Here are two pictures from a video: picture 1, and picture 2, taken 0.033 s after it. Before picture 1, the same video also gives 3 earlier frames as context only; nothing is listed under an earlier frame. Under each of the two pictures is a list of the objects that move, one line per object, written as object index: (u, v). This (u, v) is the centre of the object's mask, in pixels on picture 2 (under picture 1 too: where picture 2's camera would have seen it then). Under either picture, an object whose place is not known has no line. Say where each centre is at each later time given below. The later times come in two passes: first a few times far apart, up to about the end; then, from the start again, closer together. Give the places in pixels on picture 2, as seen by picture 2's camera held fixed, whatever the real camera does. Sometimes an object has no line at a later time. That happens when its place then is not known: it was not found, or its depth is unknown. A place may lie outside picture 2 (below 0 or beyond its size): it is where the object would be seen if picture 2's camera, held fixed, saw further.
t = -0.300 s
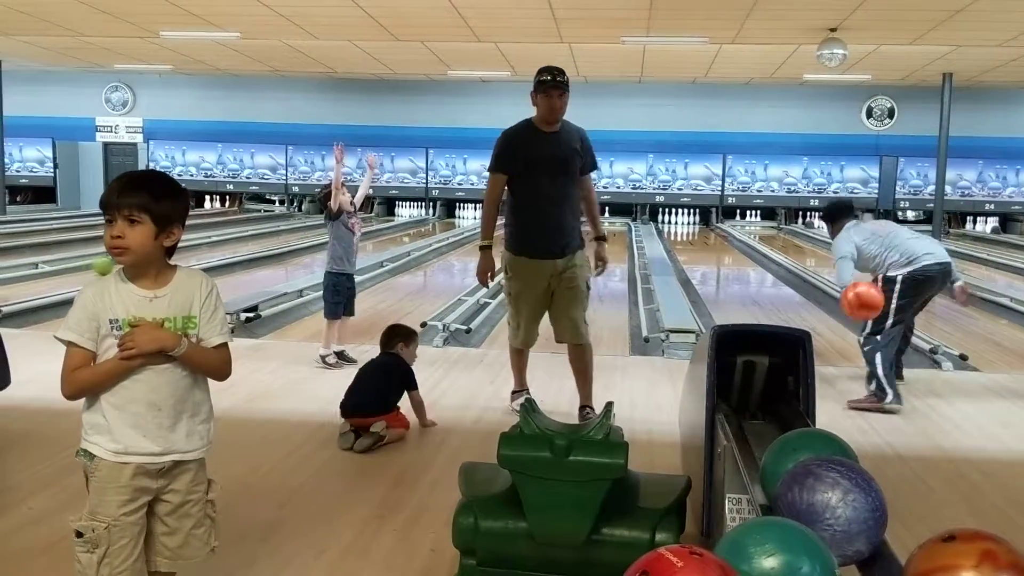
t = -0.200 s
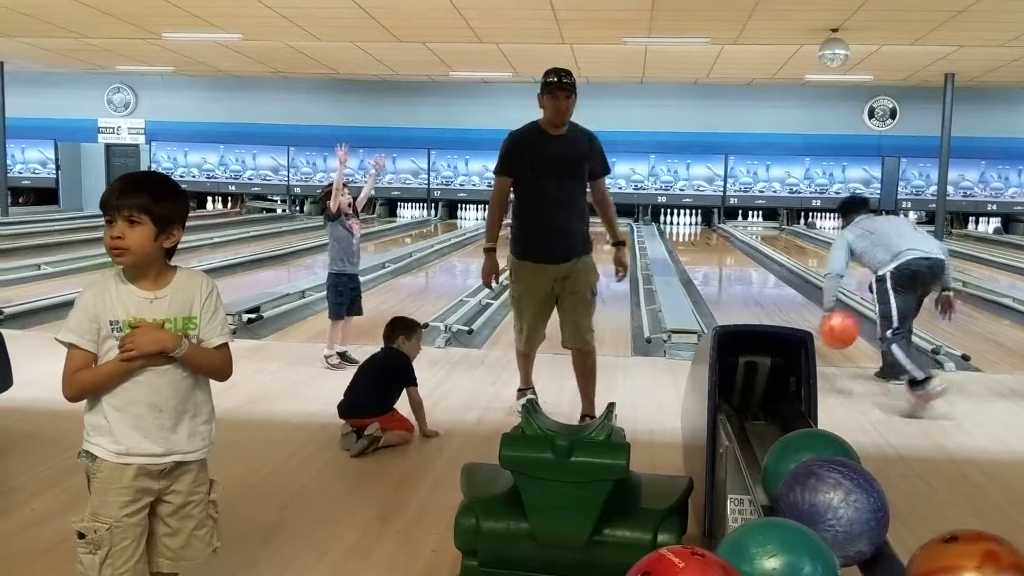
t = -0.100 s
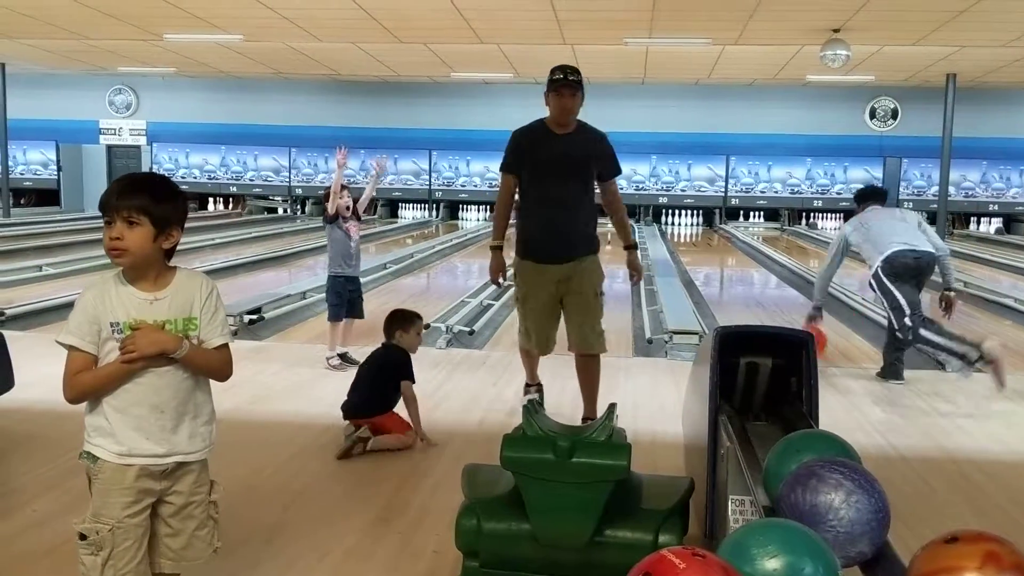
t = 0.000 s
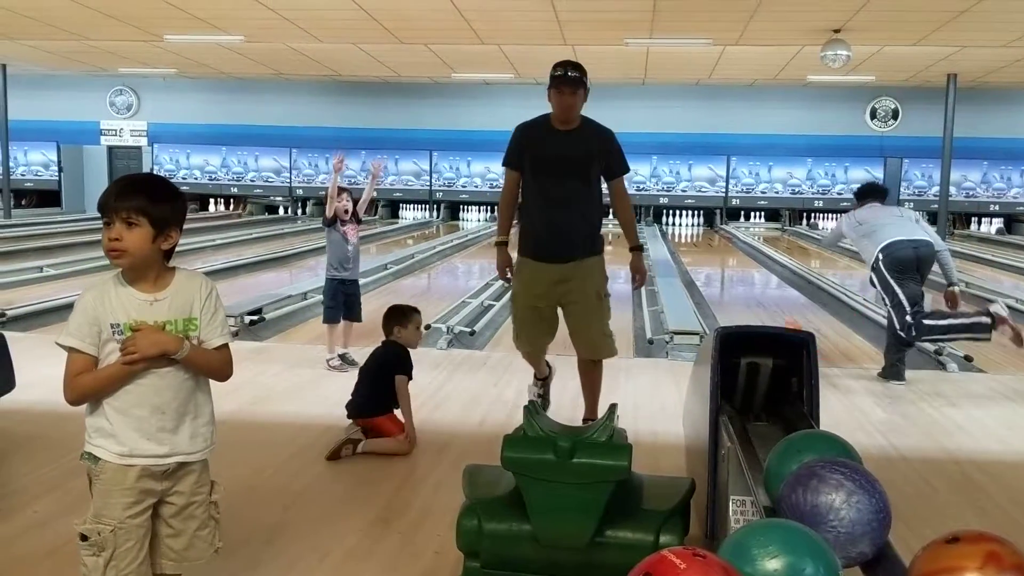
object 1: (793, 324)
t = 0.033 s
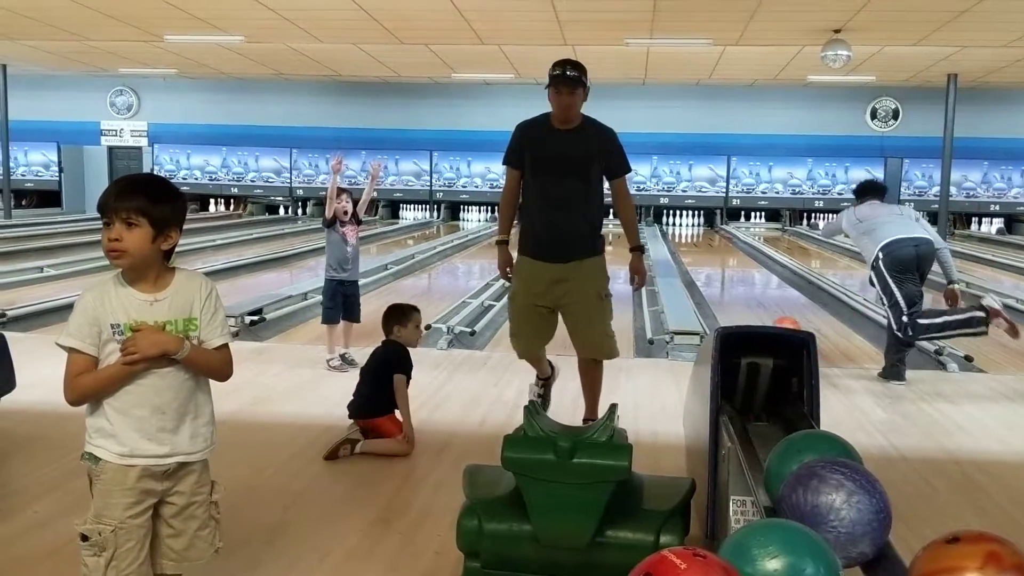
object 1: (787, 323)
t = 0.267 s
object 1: (757, 301)
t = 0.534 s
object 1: (735, 277)
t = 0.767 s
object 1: (723, 265)
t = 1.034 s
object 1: (712, 252)
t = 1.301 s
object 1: (705, 244)
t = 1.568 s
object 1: (699, 235)
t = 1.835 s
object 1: (696, 230)
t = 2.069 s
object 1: (695, 225)
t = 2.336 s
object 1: (693, 223)
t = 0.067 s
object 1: (783, 320)
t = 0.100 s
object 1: (776, 318)
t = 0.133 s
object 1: (772, 315)
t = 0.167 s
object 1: (768, 312)
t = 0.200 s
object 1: (764, 308)
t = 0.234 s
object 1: (760, 304)
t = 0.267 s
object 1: (757, 301)
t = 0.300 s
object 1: (753, 297)
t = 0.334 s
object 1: (751, 294)
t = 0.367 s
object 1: (748, 291)
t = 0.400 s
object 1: (745, 288)
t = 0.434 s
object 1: (742, 284)
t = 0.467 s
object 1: (740, 282)
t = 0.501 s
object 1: (737, 279)
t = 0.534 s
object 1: (735, 277)
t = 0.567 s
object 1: (733, 275)
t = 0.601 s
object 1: (731, 273)
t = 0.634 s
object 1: (729, 271)
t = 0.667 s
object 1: (728, 270)
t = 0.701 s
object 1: (726, 268)
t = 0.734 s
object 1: (724, 266)
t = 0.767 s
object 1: (723, 265)
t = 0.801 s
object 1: (721, 264)
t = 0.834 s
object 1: (720, 262)
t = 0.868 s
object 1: (719, 260)
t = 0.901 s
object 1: (718, 258)
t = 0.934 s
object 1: (716, 257)
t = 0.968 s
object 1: (715, 255)
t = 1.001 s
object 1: (714, 254)
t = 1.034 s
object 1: (712, 252)
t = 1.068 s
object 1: (711, 251)
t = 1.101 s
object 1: (710, 250)
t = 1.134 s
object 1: (709, 249)
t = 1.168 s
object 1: (708, 247)
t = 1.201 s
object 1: (707, 246)
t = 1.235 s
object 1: (706, 246)
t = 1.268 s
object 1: (706, 244)
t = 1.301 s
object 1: (705, 244)
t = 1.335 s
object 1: (705, 243)
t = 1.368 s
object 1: (704, 242)
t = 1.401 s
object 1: (703, 240)
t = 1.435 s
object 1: (702, 239)
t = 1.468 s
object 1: (701, 238)
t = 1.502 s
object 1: (700, 238)
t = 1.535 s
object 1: (699, 237)
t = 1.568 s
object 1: (699, 235)
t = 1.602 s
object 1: (698, 235)
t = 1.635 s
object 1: (698, 234)
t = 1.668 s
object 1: (697, 233)
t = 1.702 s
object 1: (697, 232)
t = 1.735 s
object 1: (696, 231)
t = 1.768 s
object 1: (697, 230)
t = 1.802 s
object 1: (696, 230)
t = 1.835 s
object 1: (696, 230)
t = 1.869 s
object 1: (696, 229)
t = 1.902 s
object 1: (696, 229)
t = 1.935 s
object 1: (696, 228)
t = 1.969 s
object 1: (696, 228)
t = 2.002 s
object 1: (695, 227)
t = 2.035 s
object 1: (695, 226)
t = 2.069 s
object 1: (695, 225)
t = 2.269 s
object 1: (693, 223)
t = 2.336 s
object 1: (693, 223)
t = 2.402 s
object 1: (693, 222)
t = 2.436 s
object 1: (692, 222)
